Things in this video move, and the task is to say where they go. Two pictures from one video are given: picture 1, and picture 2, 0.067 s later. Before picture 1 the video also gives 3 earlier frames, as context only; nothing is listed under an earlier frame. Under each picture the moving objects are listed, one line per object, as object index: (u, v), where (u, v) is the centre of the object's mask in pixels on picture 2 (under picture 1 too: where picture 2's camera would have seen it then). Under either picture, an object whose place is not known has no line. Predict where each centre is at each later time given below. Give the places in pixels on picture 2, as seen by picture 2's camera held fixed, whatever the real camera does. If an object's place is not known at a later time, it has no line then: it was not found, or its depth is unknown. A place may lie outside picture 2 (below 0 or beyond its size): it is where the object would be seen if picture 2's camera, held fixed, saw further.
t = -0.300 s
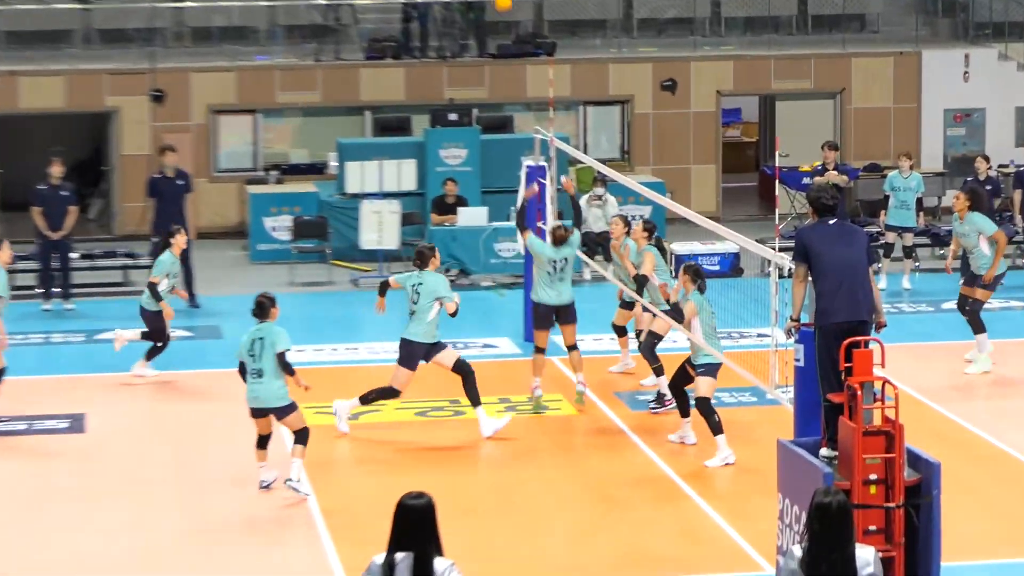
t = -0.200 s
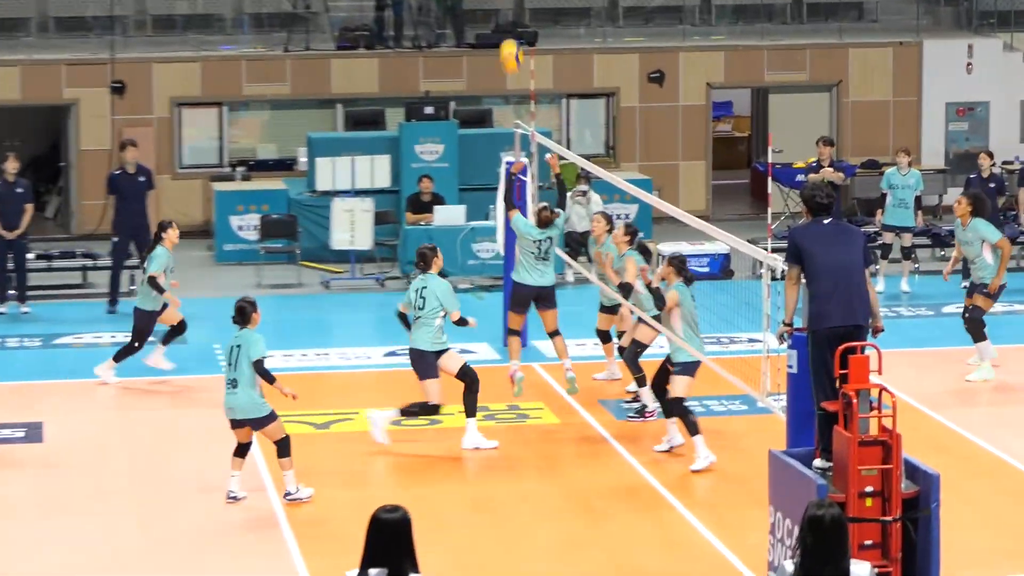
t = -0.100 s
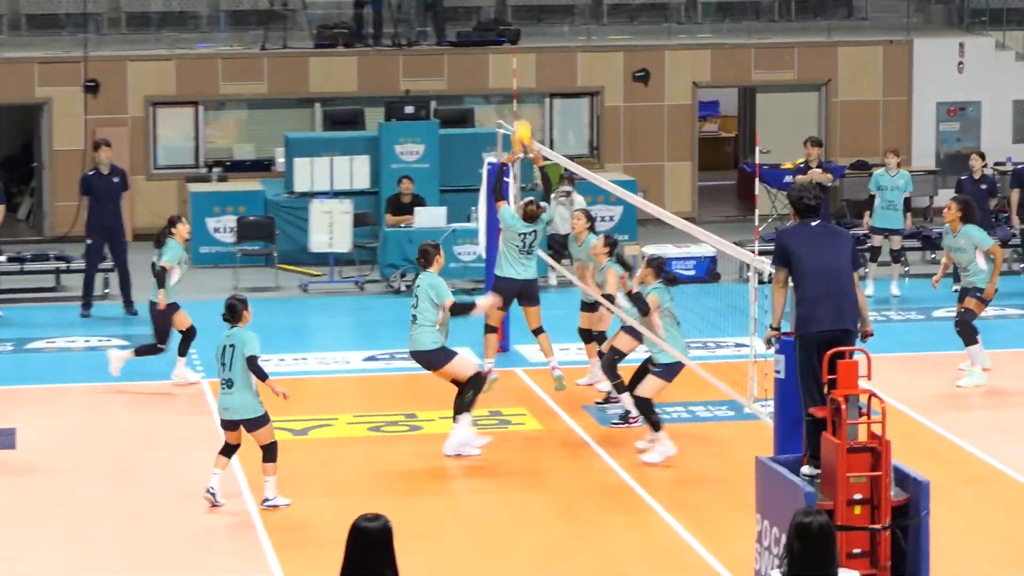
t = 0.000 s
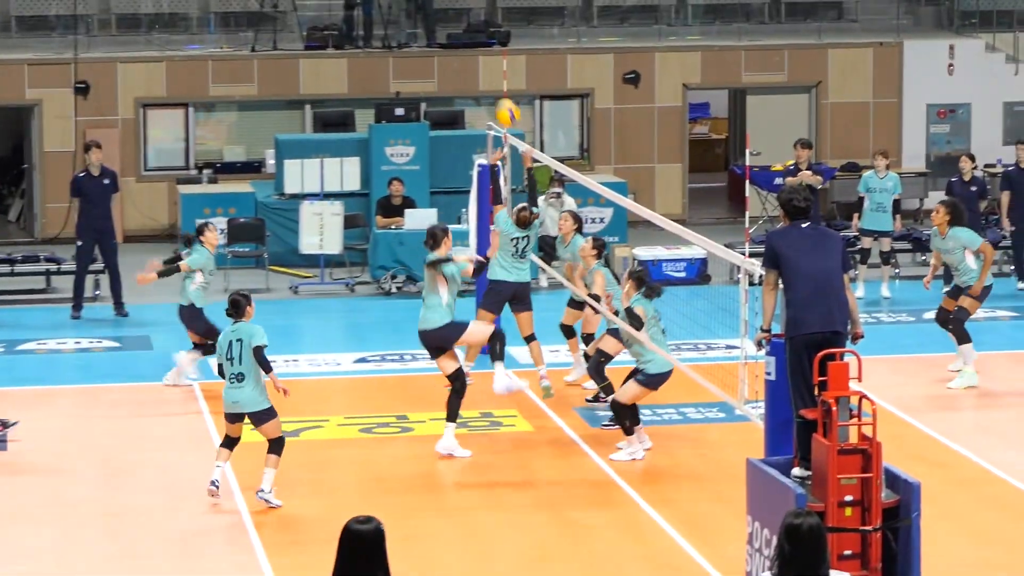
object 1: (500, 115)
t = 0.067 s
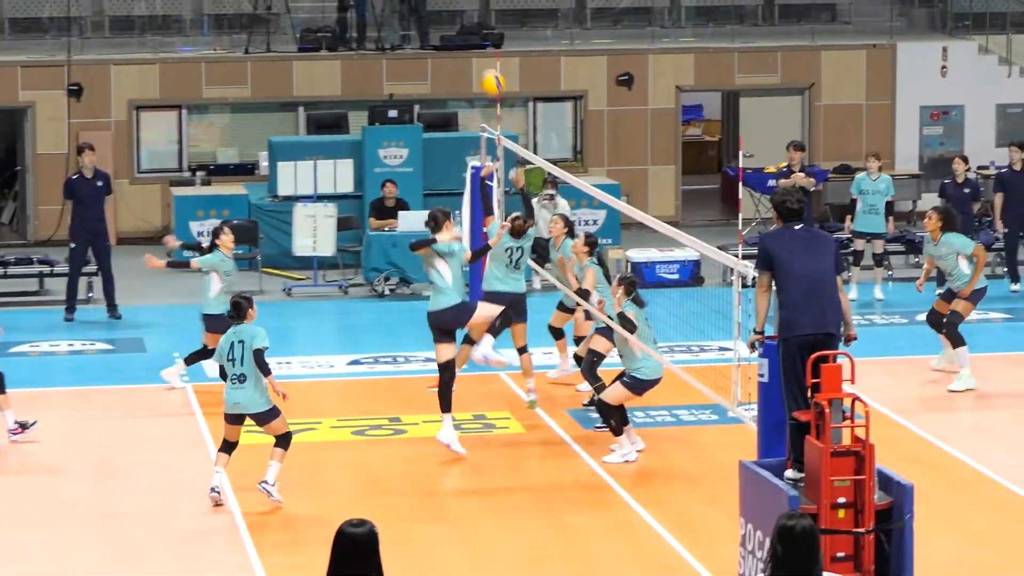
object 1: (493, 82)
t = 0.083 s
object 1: (490, 74)
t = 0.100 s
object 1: (488, 67)
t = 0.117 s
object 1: (485, 60)
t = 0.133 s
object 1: (483, 55)
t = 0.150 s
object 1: (481, 49)
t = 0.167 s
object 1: (478, 45)
